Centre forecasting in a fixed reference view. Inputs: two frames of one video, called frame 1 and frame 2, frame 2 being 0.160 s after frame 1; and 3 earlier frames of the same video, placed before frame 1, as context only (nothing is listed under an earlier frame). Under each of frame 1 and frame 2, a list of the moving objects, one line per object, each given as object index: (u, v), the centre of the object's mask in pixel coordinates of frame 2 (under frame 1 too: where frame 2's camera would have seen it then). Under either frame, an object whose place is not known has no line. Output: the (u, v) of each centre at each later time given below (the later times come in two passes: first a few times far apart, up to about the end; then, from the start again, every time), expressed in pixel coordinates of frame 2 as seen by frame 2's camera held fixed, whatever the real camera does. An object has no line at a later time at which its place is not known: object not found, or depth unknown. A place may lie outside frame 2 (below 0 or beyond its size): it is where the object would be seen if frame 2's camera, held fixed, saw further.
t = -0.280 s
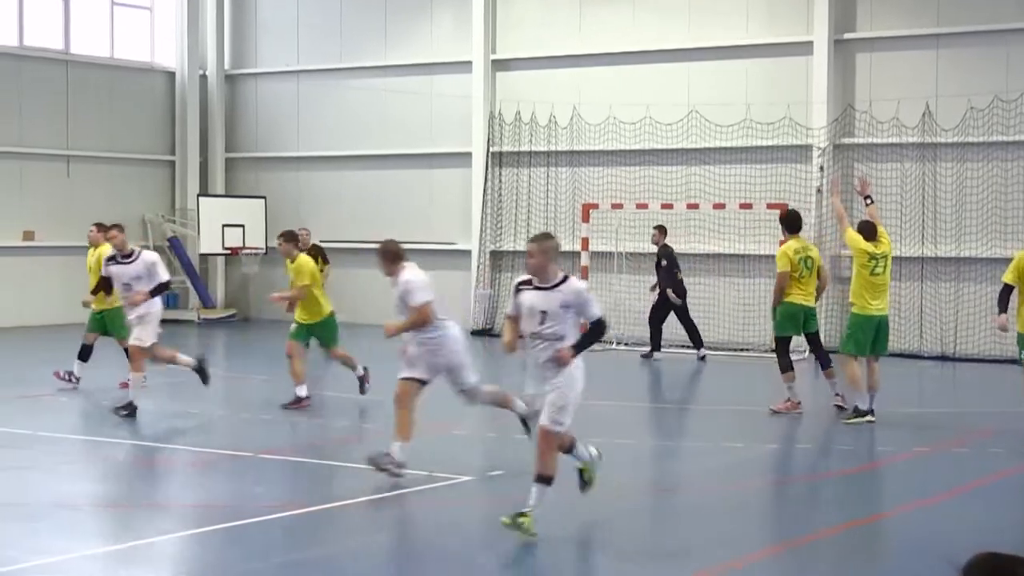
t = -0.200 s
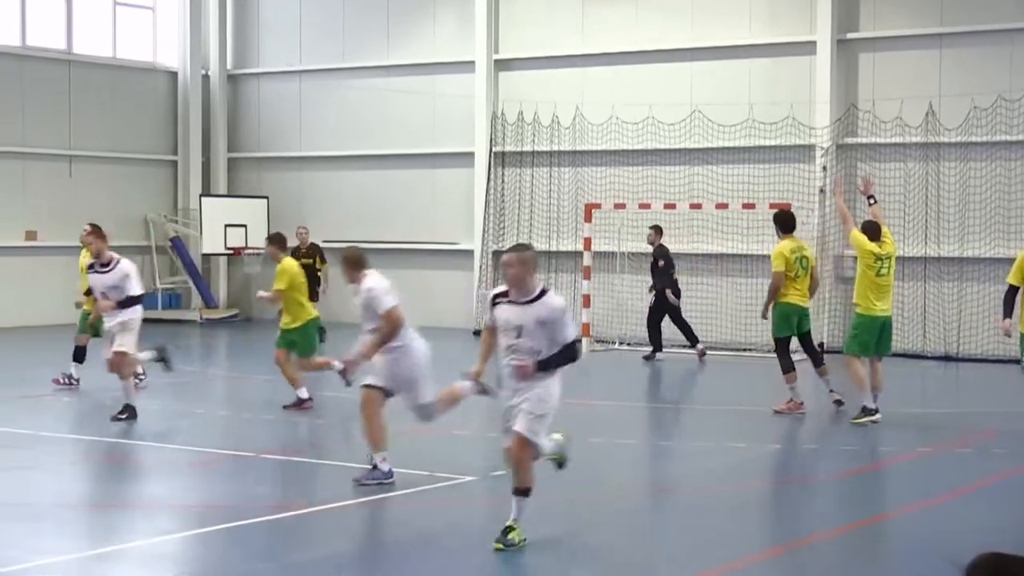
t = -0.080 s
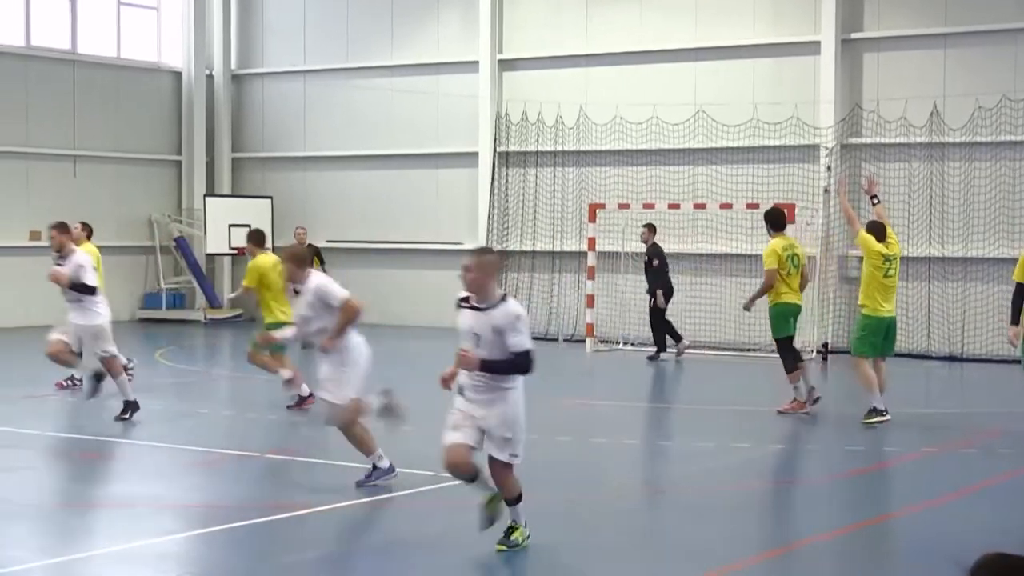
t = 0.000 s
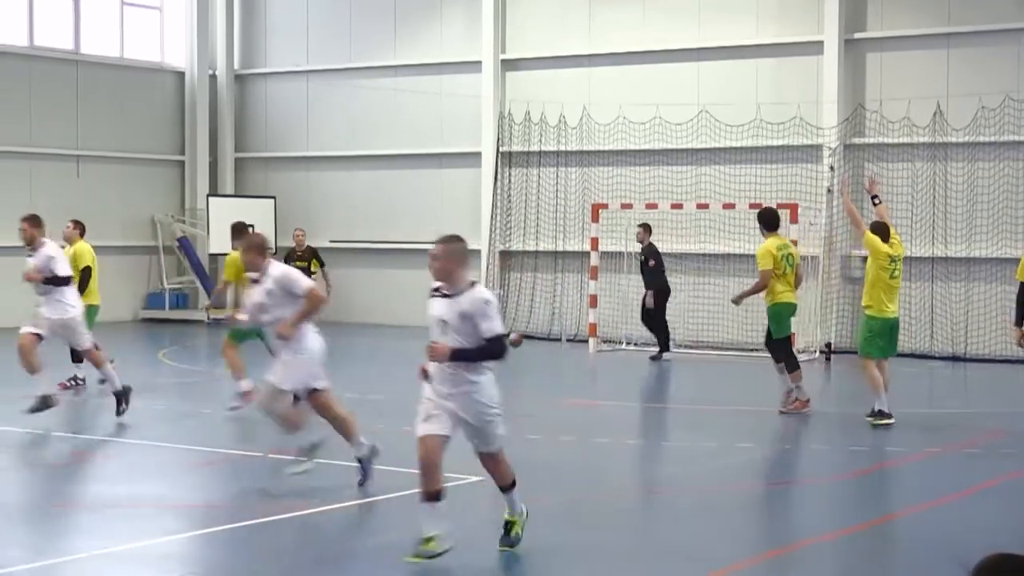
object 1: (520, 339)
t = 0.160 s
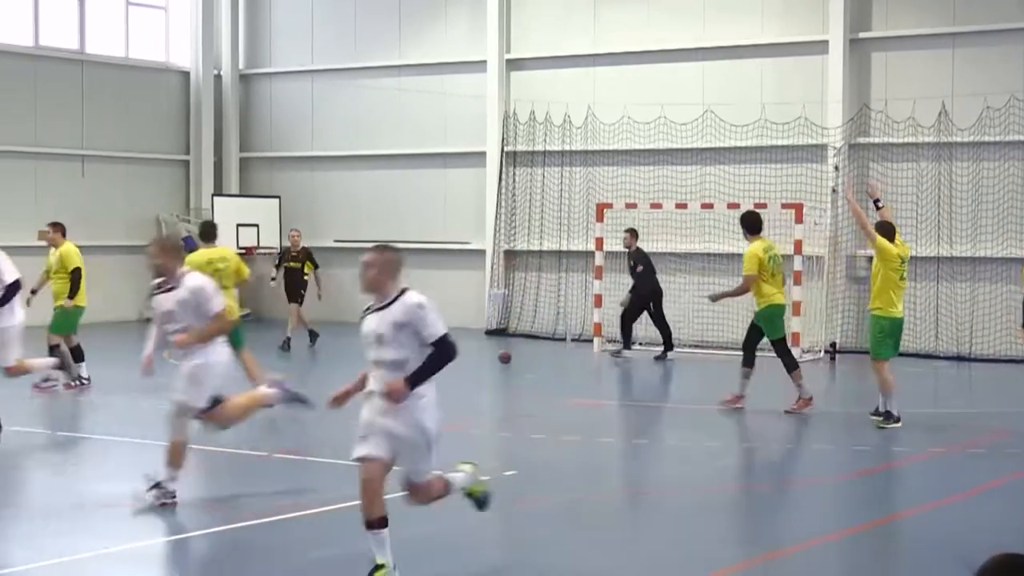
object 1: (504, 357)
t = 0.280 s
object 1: (493, 346)
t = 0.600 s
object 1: (465, 352)
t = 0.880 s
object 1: (440, 355)
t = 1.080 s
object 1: (423, 358)
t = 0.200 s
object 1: (500, 351)
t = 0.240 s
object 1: (496, 347)
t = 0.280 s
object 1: (493, 346)
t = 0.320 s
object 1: (490, 346)
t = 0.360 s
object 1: (486, 347)
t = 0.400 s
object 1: (483, 348)
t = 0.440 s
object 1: (479, 350)
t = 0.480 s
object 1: (476, 356)
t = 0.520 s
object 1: (472, 355)
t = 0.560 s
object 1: (468, 353)
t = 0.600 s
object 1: (465, 352)
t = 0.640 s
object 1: (461, 352)
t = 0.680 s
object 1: (457, 354)
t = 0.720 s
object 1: (453, 356)
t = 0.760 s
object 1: (450, 357)
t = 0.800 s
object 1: (447, 356)
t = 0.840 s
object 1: (443, 355)
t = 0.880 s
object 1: (440, 355)
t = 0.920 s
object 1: (436, 357)
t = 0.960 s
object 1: (433, 357)
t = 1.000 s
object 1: (429, 356)
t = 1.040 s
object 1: (427, 357)
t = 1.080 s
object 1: (423, 358)
